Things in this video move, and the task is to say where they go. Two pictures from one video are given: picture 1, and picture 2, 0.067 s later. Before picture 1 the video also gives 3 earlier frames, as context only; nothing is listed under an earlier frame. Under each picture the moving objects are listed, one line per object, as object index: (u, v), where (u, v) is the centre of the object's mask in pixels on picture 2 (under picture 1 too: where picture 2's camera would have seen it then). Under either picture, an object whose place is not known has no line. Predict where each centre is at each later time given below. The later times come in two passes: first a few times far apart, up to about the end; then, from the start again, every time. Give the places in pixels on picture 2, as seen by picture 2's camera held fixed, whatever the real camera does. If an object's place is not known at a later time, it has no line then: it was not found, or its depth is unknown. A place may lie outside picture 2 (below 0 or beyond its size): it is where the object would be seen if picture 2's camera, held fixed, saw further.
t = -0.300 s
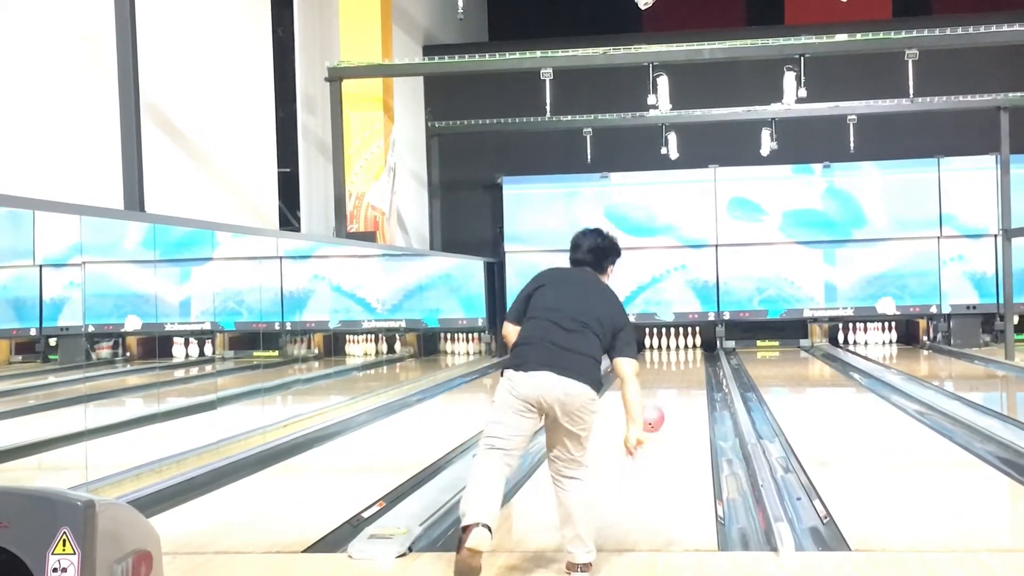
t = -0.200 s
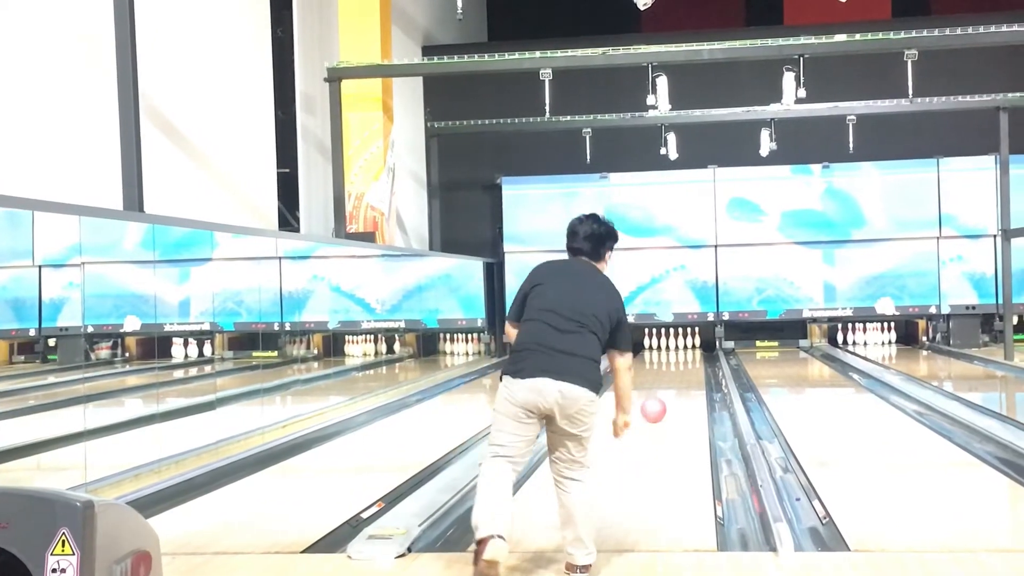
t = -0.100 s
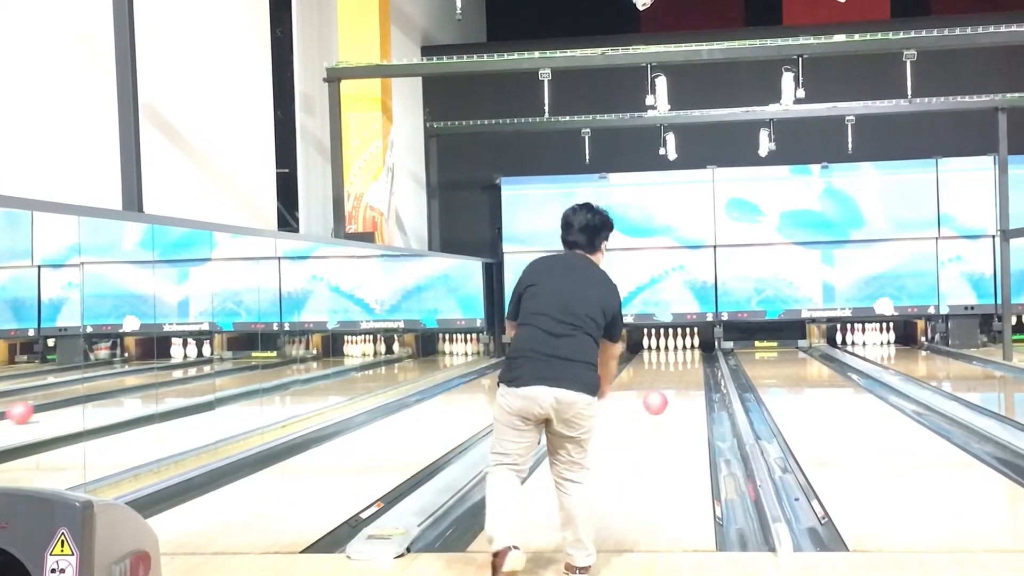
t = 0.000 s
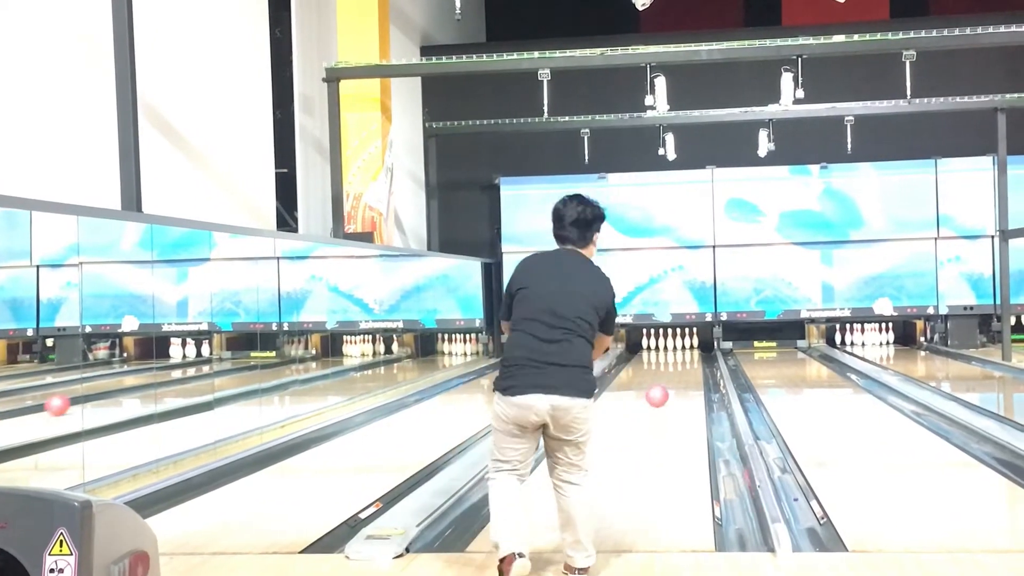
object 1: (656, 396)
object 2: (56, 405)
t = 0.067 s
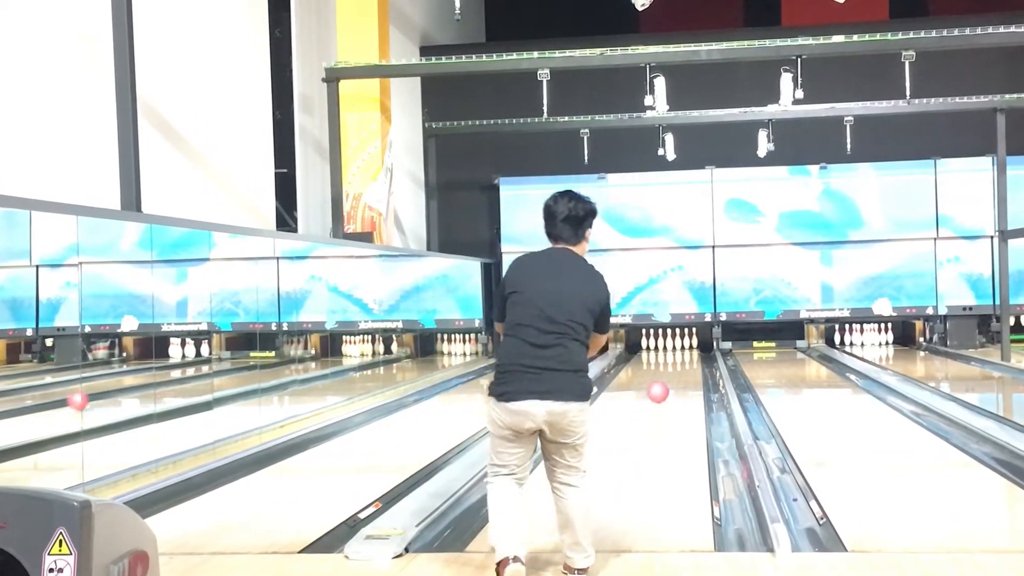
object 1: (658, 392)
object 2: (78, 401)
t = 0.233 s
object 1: (661, 384)
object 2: (126, 392)
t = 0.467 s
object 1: (665, 373)
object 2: (185, 382)
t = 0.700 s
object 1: (667, 366)
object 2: (225, 373)
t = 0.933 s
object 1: (669, 360)
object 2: (265, 366)
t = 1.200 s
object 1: (671, 354)
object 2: (304, 360)
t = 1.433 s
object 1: (671, 349)
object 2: (327, 355)
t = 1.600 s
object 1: (672, 347)
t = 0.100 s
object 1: (659, 390)
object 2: (88, 399)
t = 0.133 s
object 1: (659, 389)
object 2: (97, 398)
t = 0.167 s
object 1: (660, 387)
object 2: (108, 396)
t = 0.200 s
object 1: (660, 385)
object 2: (117, 394)
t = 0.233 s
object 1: (661, 384)
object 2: (126, 392)
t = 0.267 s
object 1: (662, 382)
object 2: (135, 390)
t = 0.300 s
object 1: (662, 381)
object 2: (144, 389)
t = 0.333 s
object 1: (663, 379)
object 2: (154, 388)
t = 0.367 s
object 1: (663, 378)
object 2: (162, 386)
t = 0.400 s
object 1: (664, 376)
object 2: (170, 385)
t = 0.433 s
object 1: (664, 375)
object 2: (177, 383)
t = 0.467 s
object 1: (665, 373)
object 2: (185, 382)
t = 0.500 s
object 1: (665, 372)
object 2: (192, 380)
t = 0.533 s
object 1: (665, 371)
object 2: (200, 379)
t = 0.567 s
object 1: (666, 370)
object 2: (205, 378)
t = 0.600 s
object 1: (666, 369)
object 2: (209, 376)
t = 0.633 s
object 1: (667, 368)
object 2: (216, 376)
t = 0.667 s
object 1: (667, 367)
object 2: (219, 374)
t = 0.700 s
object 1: (667, 366)
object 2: (225, 373)
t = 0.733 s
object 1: (667, 365)
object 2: (231, 372)
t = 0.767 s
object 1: (668, 364)
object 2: (237, 371)
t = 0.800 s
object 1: (668, 363)
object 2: (242, 370)
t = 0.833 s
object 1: (668, 363)
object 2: (248, 369)
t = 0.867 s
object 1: (669, 361)
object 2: (255, 368)
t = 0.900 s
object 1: (669, 361)
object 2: (260, 367)
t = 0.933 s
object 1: (669, 360)
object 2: (265, 366)
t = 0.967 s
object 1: (669, 359)
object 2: (271, 366)
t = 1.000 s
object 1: (670, 358)
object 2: (276, 365)
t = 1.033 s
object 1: (669, 358)
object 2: (279, 364)
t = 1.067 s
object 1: (670, 357)
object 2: (282, 363)
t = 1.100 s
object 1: (670, 356)
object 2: (286, 363)
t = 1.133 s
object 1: (670, 355)
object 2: (293, 362)
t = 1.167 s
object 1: (670, 354)
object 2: (298, 361)
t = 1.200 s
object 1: (671, 354)
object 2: (304, 360)
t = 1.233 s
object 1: (671, 353)
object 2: (307, 359)
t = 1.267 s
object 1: (671, 352)
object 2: (312, 358)
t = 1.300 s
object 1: (671, 352)
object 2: (316, 358)
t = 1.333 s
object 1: (671, 351)
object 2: (319, 357)
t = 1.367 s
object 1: (671, 351)
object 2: (323, 357)
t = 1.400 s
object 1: (671, 350)
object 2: (325, 356)
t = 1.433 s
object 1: (671, 349)
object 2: (327, 355)
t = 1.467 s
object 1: (672, 349)
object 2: (331, 355)
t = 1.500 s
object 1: (672, 348)
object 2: (332, 355)
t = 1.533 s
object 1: (672, 348)
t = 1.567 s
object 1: (671, 348)
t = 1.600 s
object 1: (672, 347)
